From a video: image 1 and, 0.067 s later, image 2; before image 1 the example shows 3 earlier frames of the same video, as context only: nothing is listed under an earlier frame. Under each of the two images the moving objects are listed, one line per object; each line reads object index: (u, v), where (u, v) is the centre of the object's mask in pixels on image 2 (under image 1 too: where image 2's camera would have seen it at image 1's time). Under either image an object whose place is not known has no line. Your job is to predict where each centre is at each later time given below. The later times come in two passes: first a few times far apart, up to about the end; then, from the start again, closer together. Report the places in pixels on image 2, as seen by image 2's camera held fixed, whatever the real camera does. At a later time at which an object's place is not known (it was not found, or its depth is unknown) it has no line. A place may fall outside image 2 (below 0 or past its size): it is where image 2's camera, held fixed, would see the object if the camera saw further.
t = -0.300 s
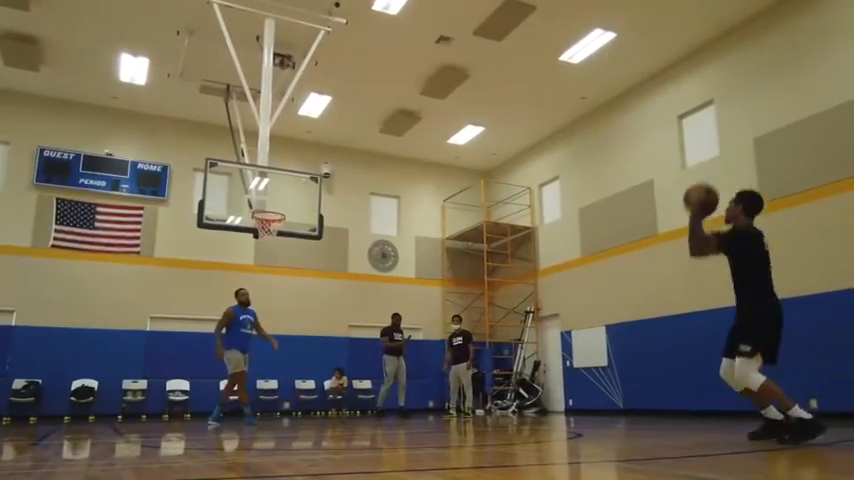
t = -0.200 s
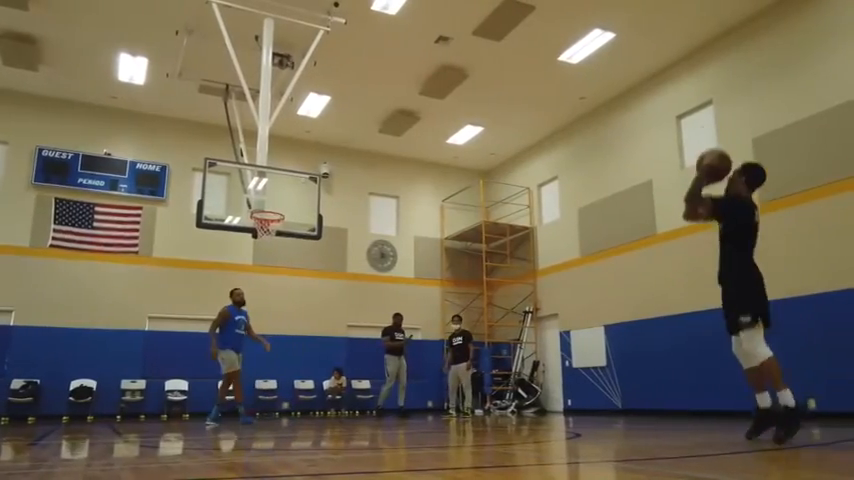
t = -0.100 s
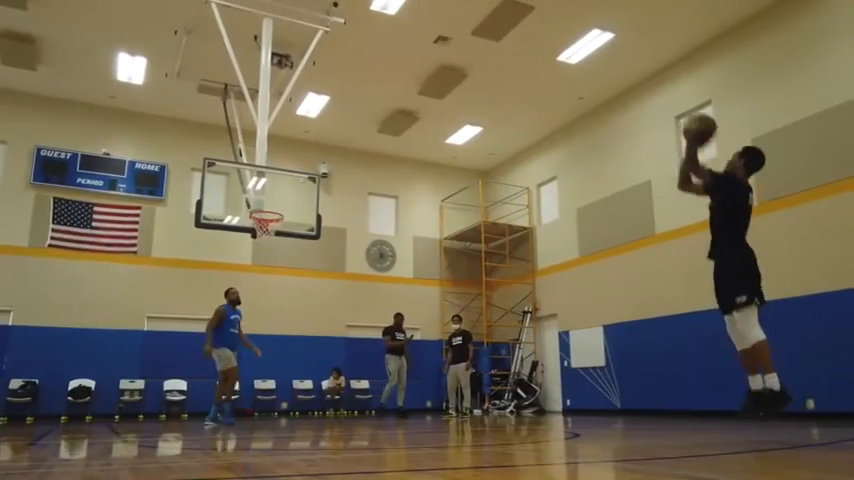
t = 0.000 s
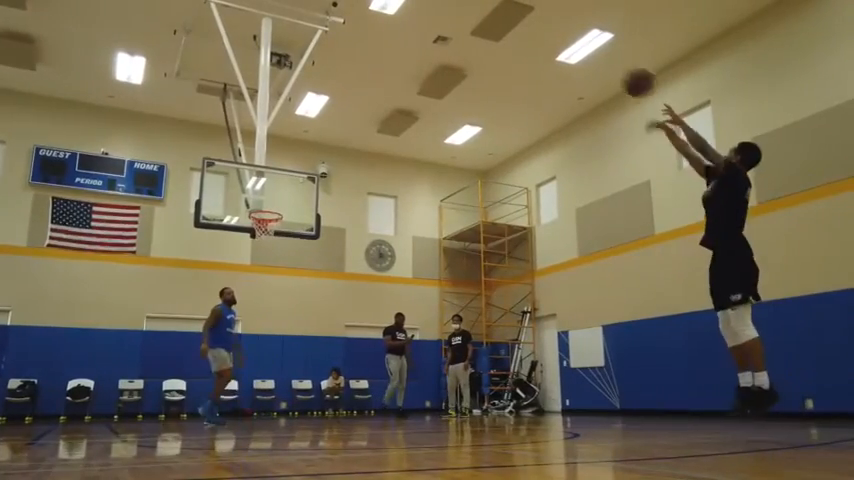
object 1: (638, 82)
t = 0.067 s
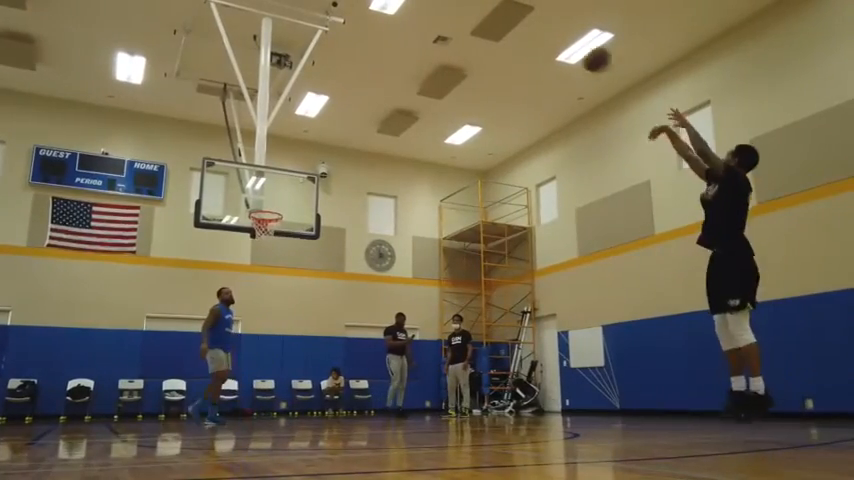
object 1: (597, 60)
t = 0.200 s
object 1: (525, 31)
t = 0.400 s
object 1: (446, 23)
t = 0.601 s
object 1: (386, 45)
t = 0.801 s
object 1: (338, 87)
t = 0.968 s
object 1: (303, 136)
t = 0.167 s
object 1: (540, 35)
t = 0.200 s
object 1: (525, 31)
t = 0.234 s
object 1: (511, 27)
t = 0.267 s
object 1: (496, 25)
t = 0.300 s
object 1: (482, 23)
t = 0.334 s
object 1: (470, 22)
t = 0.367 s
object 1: (458, 22)
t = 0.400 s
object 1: (446, 23)
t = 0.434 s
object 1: (435, 25)
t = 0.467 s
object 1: (424, 27)
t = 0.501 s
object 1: (414, 31)
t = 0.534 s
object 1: (404, 35)
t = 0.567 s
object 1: (395, 39)
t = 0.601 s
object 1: (386, 45)
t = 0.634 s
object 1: (377, 50)
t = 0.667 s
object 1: (369, 56)
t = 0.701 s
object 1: (361, 63)
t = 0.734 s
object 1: (353, 71)
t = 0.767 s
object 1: (345, 79)
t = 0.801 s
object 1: (338, 87)
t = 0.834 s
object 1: (332, 96)
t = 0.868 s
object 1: (324, 106)
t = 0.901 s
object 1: (317, 116)
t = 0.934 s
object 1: (310, 126)
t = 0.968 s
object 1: (303, 136)
